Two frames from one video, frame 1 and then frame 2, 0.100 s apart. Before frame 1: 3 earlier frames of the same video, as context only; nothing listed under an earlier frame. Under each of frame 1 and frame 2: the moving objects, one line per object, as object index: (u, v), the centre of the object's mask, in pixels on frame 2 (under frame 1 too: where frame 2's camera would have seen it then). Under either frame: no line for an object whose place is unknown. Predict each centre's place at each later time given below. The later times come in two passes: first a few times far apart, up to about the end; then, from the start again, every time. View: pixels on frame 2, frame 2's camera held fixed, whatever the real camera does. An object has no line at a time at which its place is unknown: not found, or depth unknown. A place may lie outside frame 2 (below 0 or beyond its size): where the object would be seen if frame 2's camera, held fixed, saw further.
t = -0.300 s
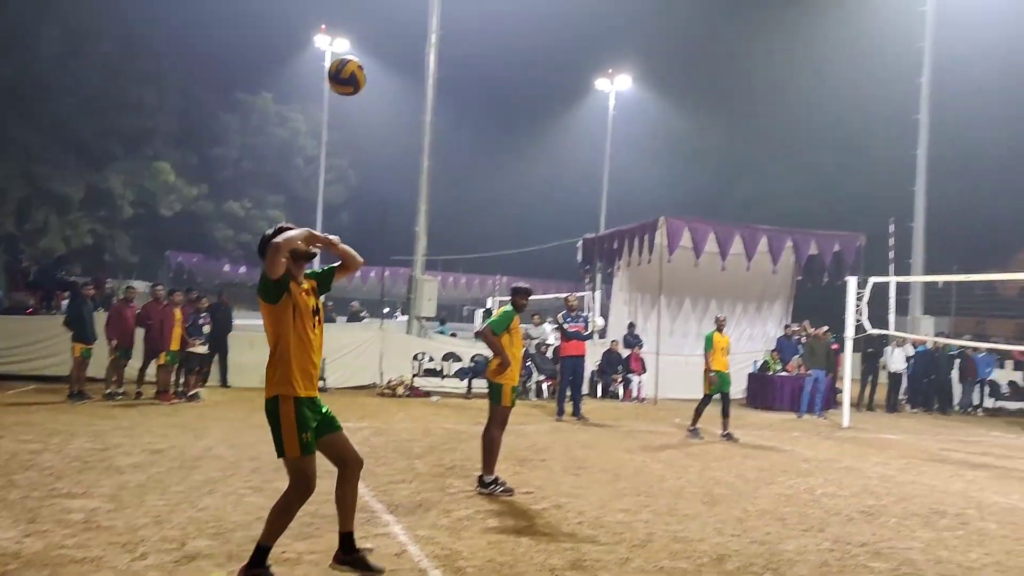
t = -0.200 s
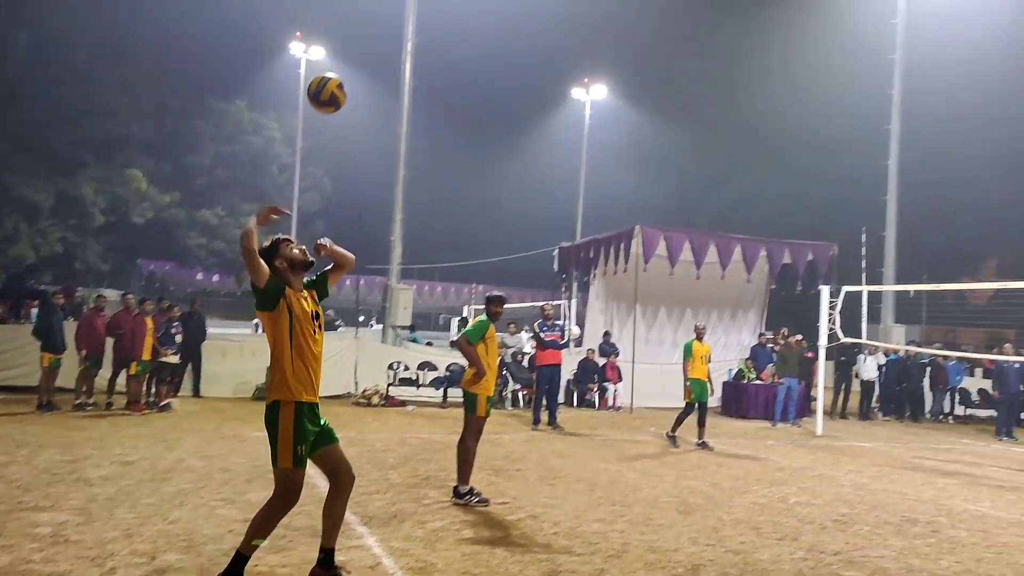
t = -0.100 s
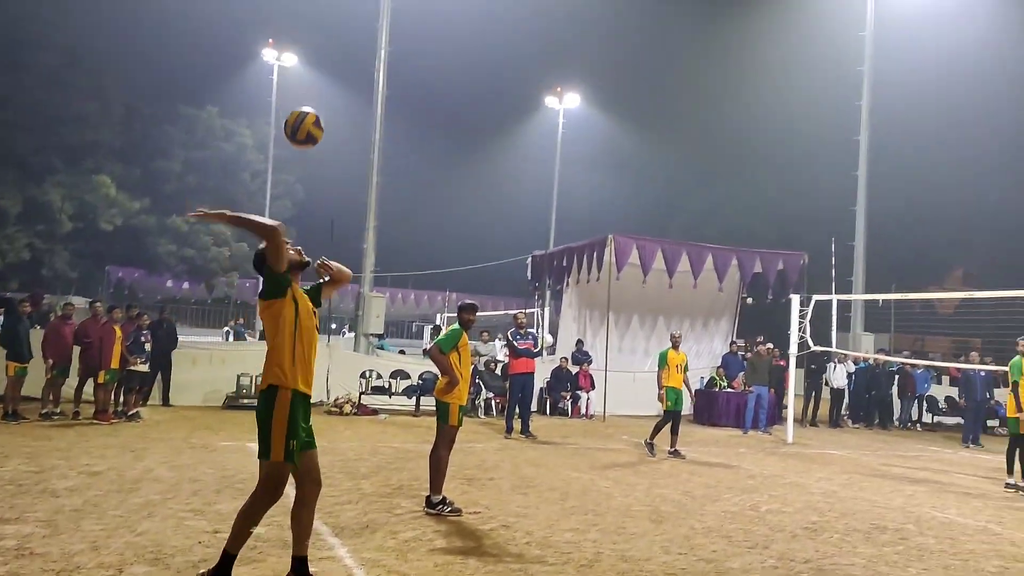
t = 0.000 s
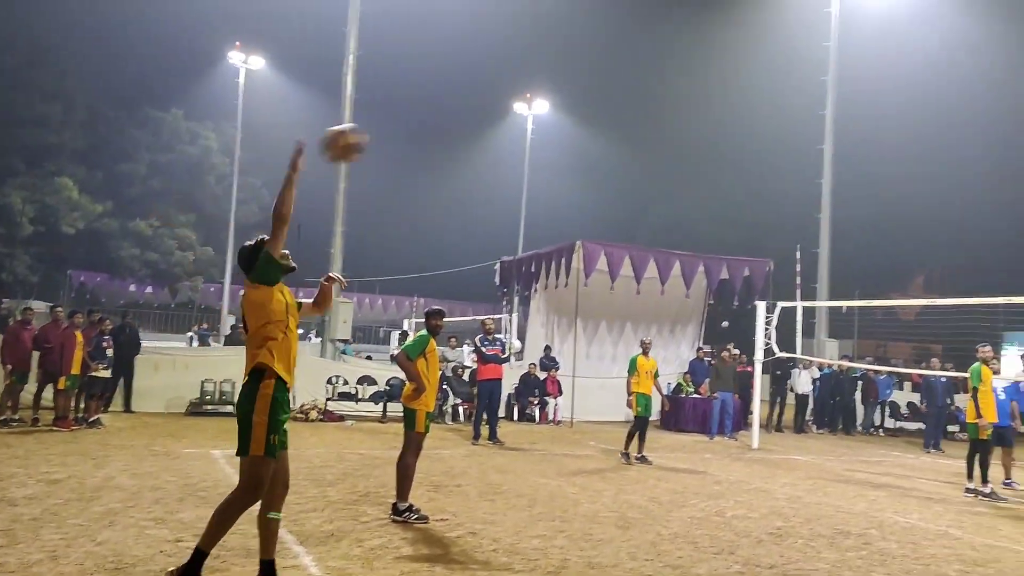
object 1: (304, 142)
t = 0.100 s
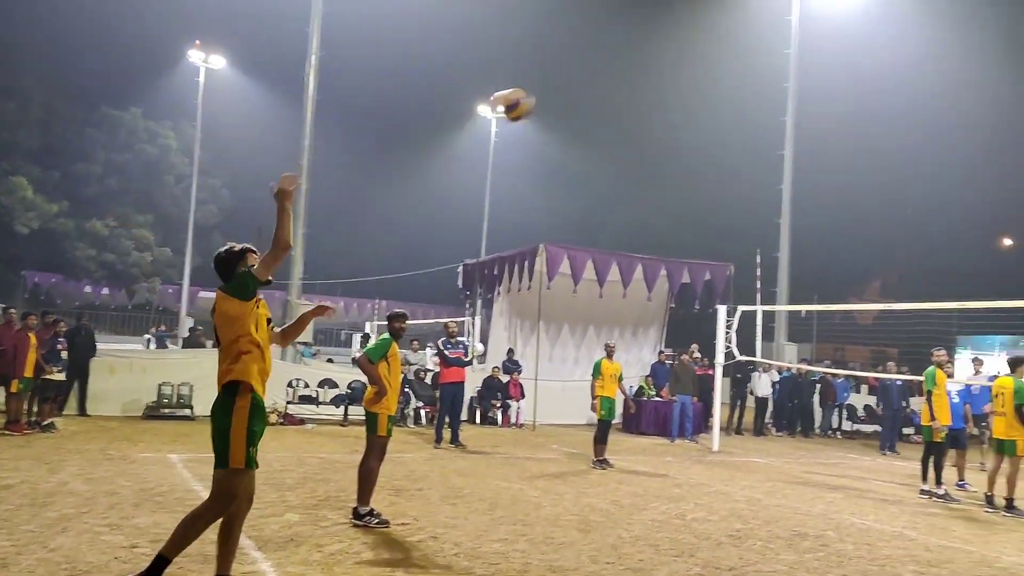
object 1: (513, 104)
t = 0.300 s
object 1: (807, 82)
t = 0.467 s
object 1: (984, 102)
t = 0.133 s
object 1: (571, 96)
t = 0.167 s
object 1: (624, 90)
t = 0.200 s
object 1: (674, 85)
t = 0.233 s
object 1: (721, 82)
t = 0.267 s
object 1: (765, 81)
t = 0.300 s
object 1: (807, 82)
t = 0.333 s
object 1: (846, 83)
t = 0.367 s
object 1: (884, 86)
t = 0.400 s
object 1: (918, 90)
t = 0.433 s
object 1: (952, 96)
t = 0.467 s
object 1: (984, 102)
